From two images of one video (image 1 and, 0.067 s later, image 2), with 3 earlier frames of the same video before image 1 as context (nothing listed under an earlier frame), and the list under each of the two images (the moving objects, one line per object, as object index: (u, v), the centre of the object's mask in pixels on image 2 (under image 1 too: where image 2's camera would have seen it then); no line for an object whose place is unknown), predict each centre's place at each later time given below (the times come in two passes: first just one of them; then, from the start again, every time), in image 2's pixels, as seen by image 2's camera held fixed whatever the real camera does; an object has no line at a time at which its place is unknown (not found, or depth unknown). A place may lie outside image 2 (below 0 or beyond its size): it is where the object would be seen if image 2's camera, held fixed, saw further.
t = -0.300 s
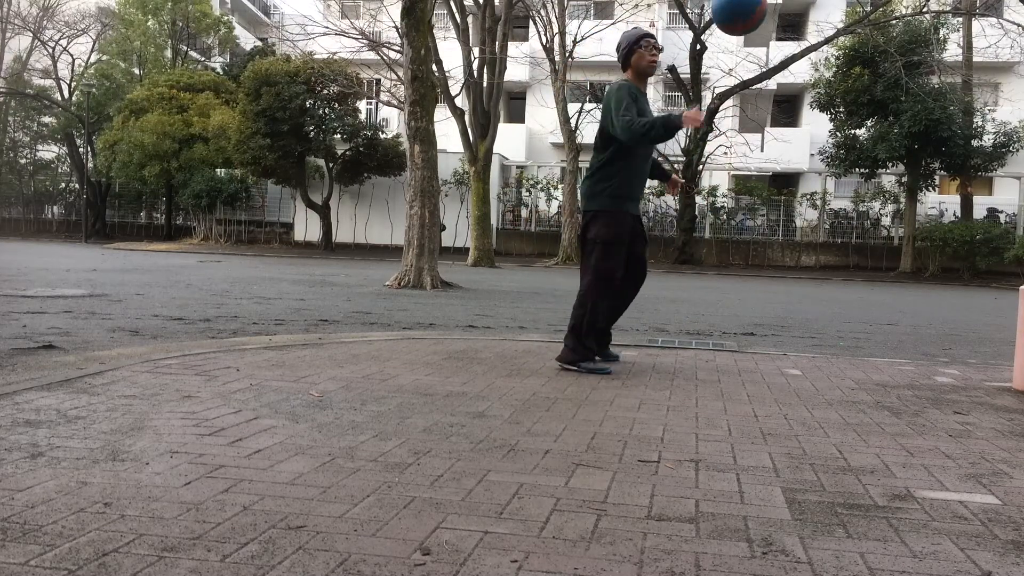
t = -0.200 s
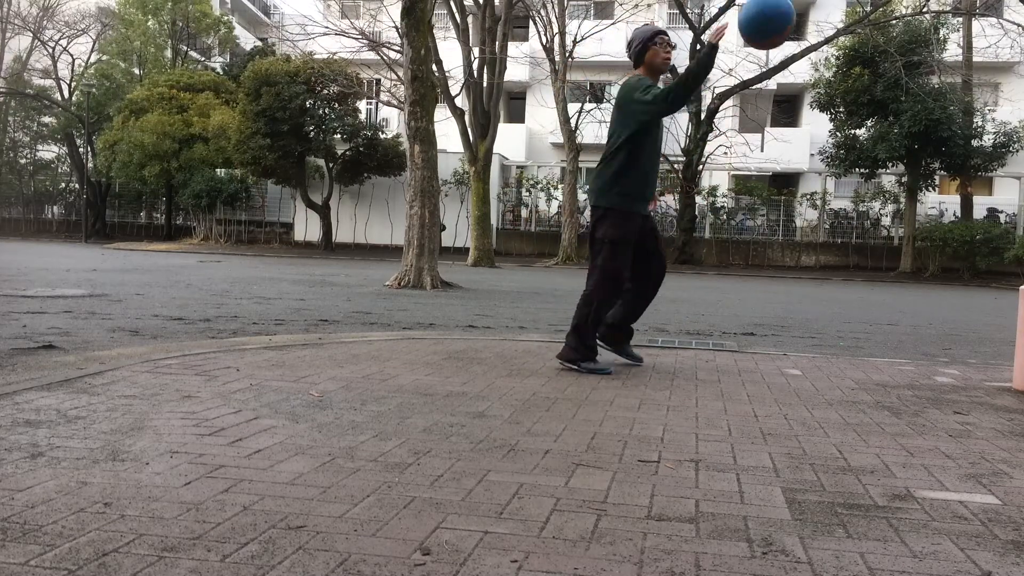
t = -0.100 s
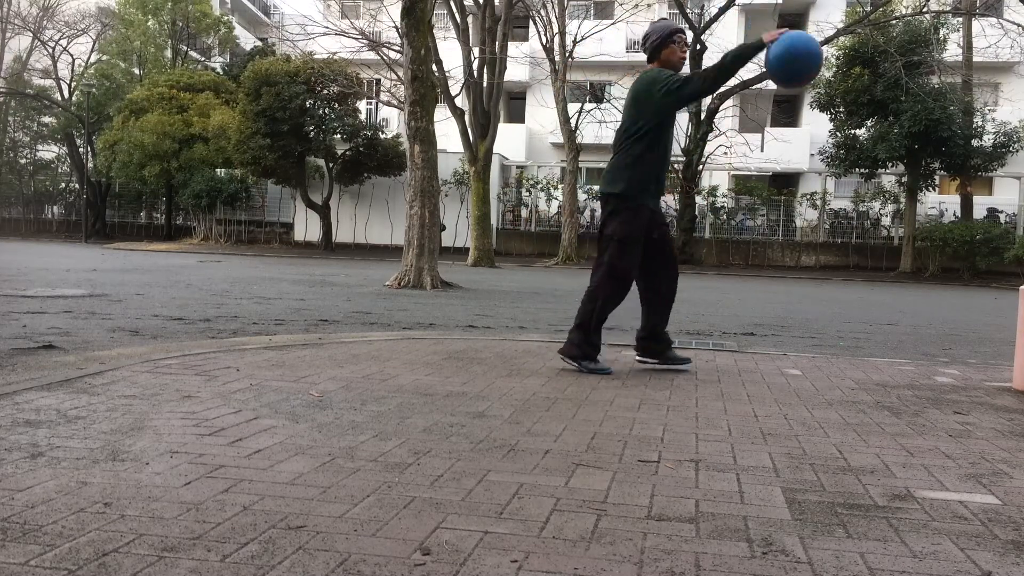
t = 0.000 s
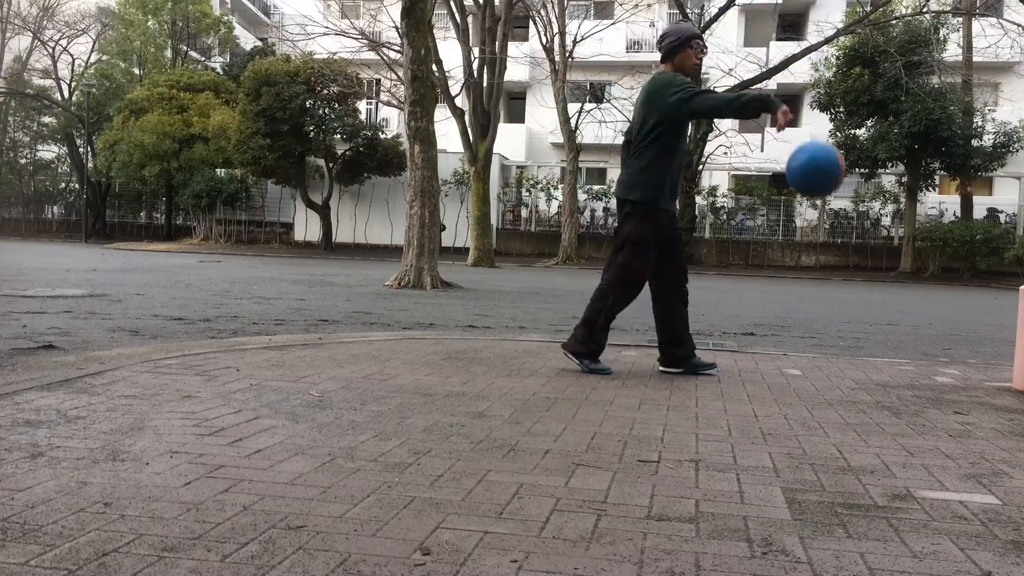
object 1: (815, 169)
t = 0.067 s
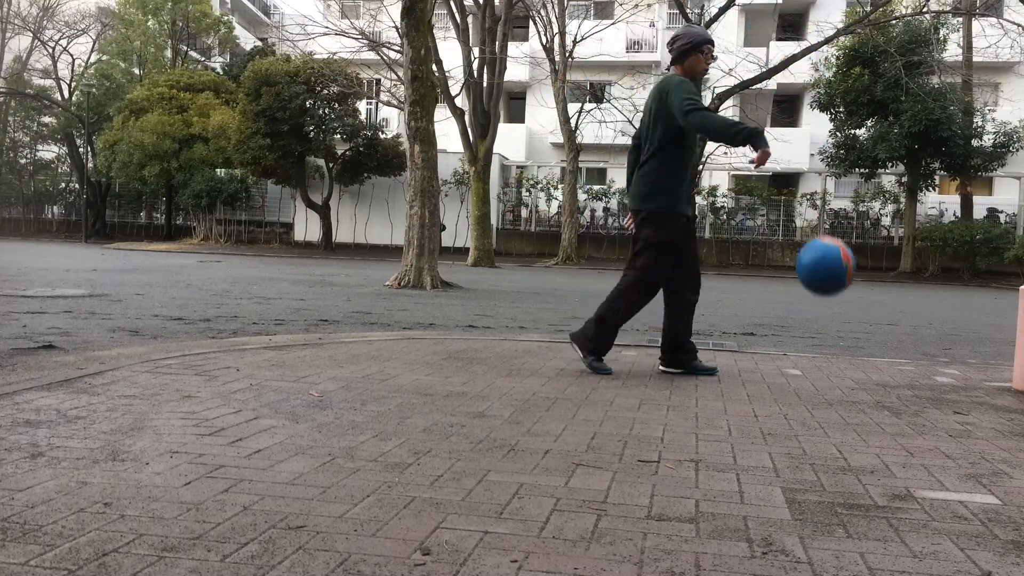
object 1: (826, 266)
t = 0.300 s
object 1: (867, 182)
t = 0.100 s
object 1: (830, 319)
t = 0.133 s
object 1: (834, 372)
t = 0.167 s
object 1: (841, 333)
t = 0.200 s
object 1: (848, 292)
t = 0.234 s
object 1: (853, 253)
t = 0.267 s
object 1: (860, 216)
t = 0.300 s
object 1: (867, 182)
